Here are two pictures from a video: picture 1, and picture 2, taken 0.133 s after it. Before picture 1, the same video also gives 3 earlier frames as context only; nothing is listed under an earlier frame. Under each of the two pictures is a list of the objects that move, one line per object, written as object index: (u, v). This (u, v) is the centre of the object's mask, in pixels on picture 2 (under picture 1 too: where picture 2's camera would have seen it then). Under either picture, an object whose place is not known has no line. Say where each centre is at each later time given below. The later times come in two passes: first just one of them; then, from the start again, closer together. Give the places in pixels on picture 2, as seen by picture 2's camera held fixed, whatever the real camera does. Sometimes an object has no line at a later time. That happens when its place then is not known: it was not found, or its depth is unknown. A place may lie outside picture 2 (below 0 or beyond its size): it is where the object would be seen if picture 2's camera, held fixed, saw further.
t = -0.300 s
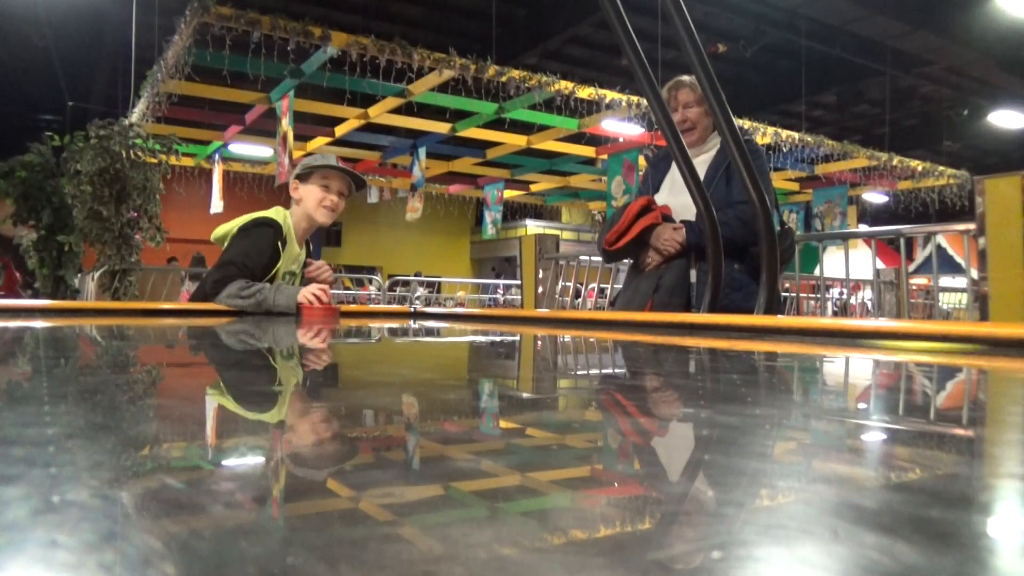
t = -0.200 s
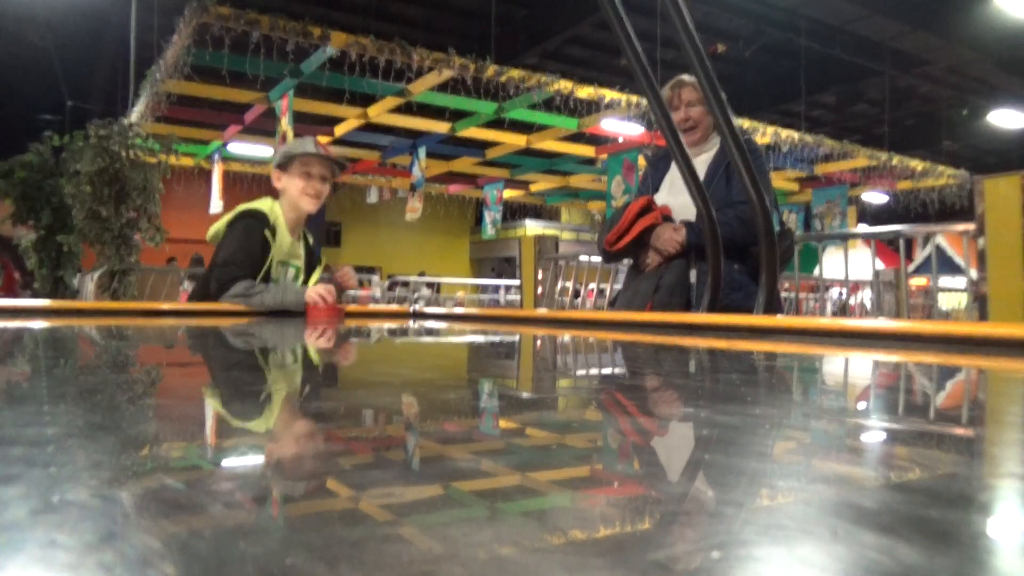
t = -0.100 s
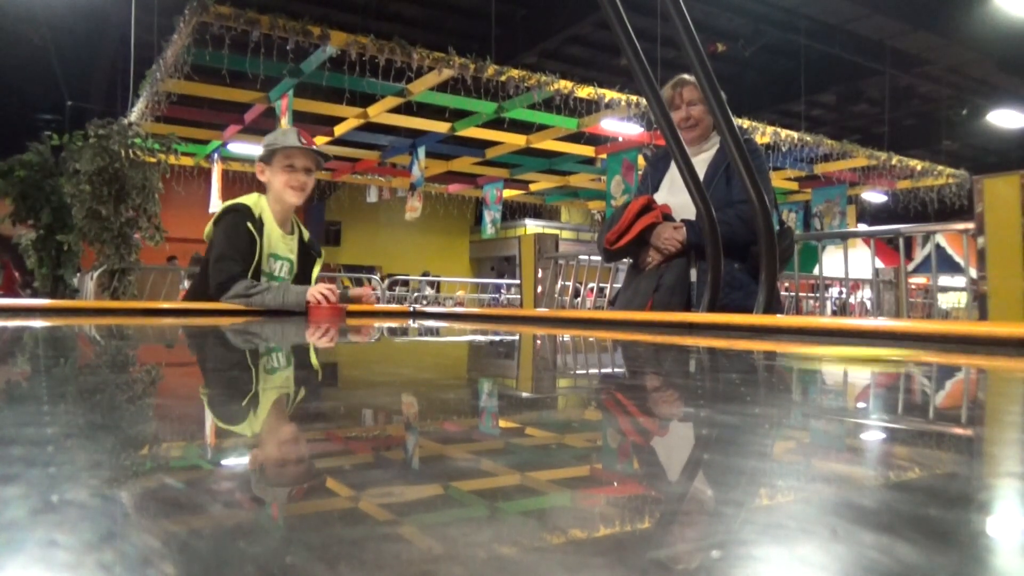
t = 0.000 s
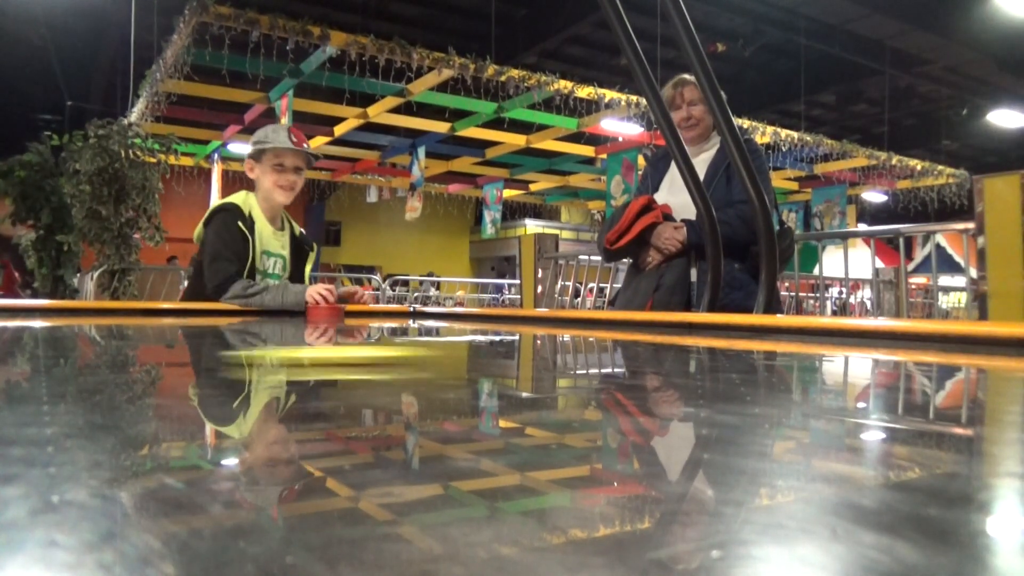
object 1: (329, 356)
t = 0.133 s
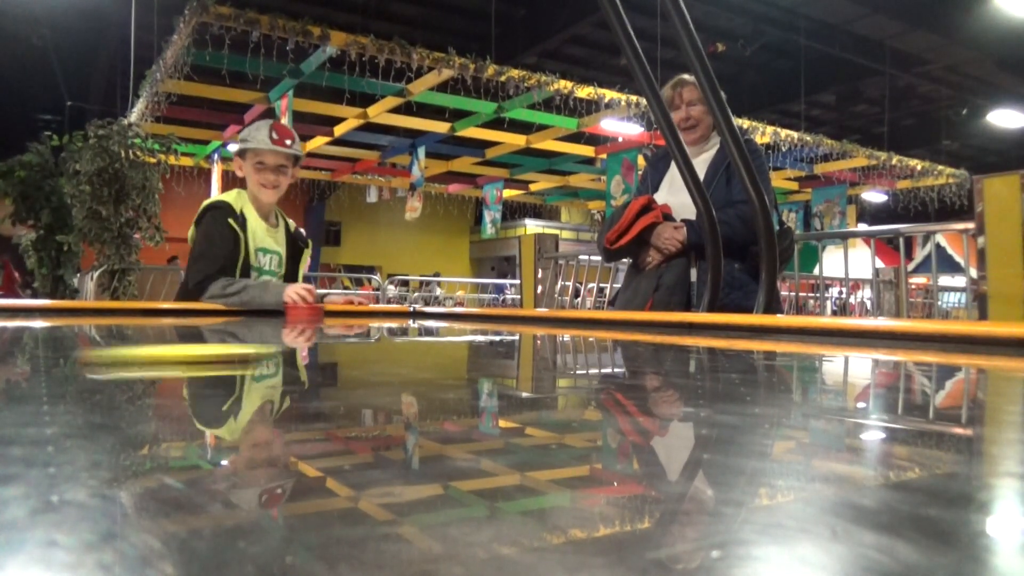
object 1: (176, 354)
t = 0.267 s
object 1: (685, 346)
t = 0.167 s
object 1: (352, 351)
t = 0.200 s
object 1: (481, 348)
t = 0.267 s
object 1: (685, 346)
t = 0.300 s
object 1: (771, 345)
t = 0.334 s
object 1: (842, 345)
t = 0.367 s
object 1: (902, 344)
